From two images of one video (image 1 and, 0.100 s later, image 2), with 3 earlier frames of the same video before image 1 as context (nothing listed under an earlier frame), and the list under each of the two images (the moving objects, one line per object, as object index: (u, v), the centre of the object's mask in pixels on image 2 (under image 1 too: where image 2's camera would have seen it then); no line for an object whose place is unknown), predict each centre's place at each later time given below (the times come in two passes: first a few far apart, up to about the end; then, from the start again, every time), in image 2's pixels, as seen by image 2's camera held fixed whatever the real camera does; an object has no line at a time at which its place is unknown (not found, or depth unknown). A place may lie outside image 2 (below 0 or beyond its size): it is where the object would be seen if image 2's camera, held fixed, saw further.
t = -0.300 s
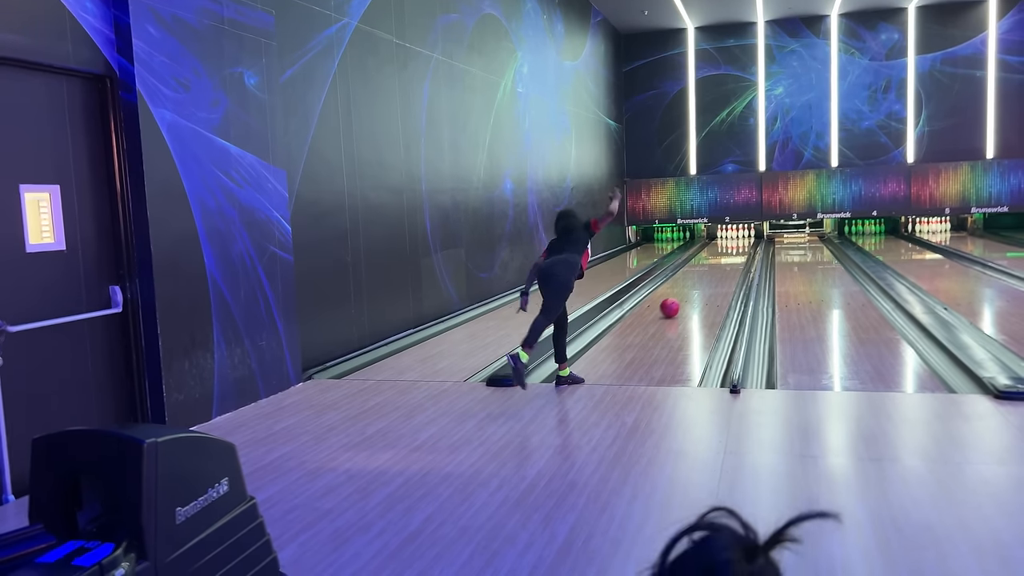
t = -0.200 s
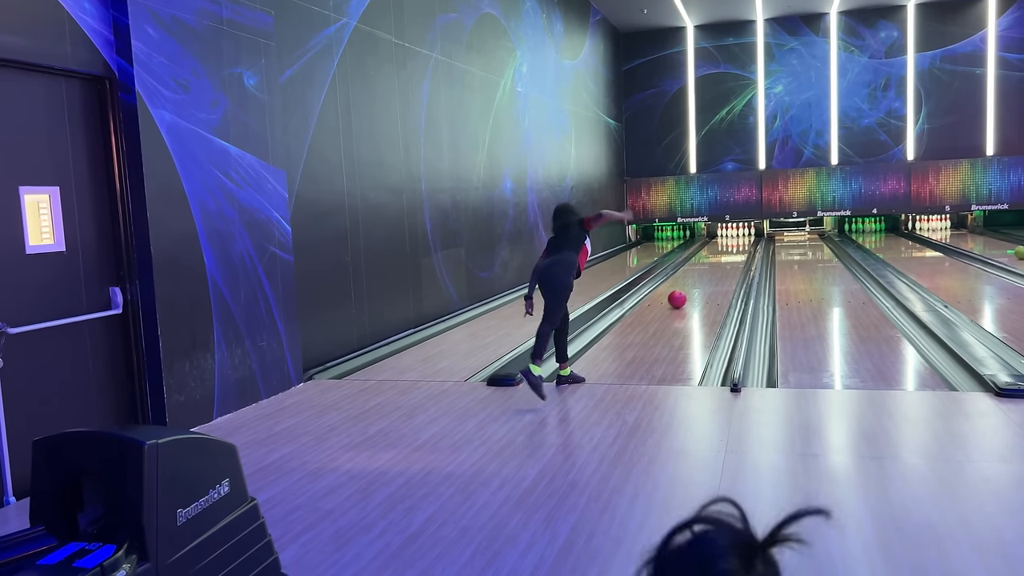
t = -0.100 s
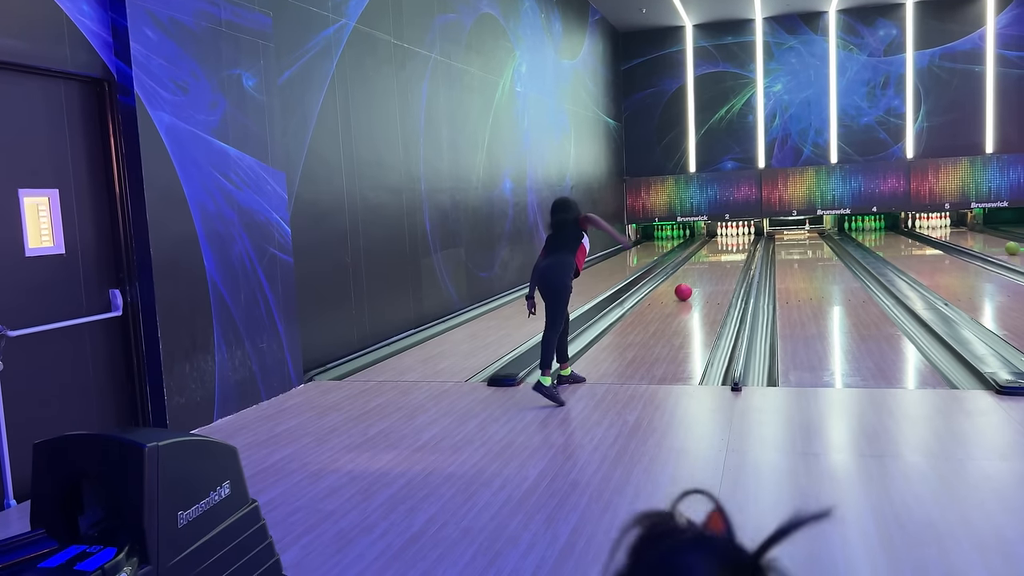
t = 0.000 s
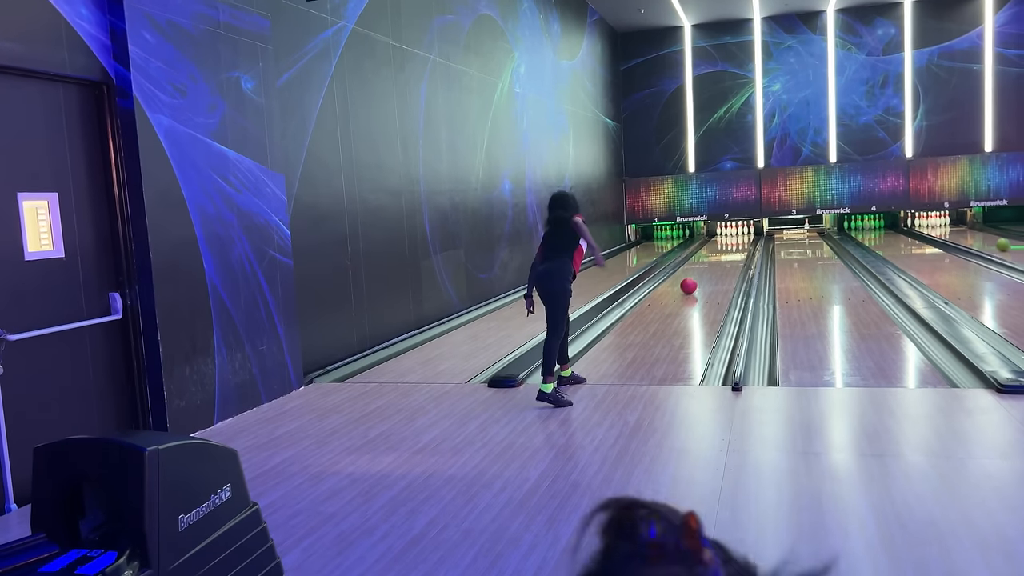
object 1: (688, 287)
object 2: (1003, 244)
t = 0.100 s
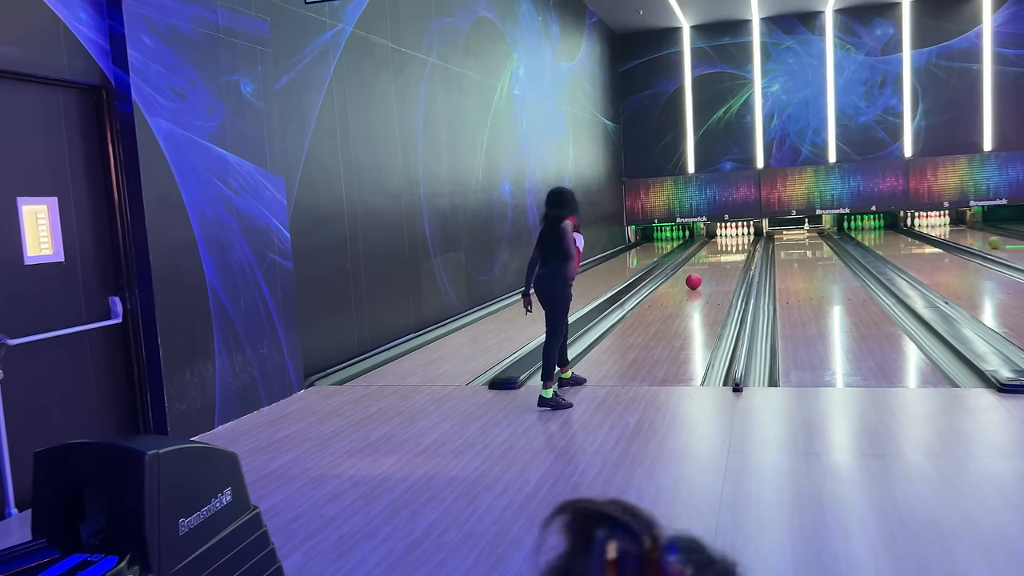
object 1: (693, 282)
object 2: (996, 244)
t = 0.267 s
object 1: (700, 274)
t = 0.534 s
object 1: (708, 264)
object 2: (964, 237)
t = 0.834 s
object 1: (715, 256)
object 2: (947, 234)
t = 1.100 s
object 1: (720, 250)
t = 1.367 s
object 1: (723, 246)
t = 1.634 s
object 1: (726, 241)
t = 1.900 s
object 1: (728, 238)
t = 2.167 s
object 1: (729, 235)
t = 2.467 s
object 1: (728, 233)
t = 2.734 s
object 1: (718, 234)
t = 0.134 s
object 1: (694, 280)
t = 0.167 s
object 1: (696, 278)
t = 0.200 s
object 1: (697, 277)
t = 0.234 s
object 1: (699, 275)
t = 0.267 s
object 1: (700, 274)
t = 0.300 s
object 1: (701, 272)
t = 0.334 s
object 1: (702, 271)
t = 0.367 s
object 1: (703, 270)
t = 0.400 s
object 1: (704, 269)
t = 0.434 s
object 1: (705, 268)
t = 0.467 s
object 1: (706, 267)
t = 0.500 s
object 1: (707, 265)
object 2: (966, 237)
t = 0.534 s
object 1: (708, 264)
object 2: (964, 237)
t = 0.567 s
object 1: (709, 263)
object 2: (962, 237)
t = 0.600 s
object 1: (709, 262)
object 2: (960, 236)
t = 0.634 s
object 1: (710, 261)
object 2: (958, 236)
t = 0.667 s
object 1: (711, 260)
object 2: (956, 236)
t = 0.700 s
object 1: (712, 259)
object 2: (954, 235)
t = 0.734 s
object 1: (713, 259)
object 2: (952, 235)
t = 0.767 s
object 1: (713, 258)
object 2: (950, 235)
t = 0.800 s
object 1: (714, 257)
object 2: (948, 235)
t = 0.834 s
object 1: (715, 256)
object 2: (947, 234)
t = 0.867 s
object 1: (715, 255)
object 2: (945, 234)
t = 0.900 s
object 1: (716, 254)
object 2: (943, 234)
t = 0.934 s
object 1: (716, 254)
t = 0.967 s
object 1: (717, 253)
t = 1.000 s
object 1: (718, 252)
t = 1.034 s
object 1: (718, 252)
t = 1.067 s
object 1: (719, 251)
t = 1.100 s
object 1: (720, 250)
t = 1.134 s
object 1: (720, 249)
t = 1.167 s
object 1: (720, 249)
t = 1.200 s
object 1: (721, 249)
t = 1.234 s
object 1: (722, 248)
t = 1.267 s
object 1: (722, 247)
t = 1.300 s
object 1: (722, 247)
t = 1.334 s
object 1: (723, 246)
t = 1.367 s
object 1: (723, 246)
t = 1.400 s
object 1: (724, 245)
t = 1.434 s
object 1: (724, 245)
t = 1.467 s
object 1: (725, 244)
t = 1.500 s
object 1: (725, 243)
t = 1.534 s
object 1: (725, 243)
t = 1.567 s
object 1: (725, 242)
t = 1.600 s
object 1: (726, 242)
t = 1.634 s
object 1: (726, 241)
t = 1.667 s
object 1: (726, 241)
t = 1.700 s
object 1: (727, 241)
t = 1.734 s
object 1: (727, 240)
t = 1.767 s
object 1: (727, 240)
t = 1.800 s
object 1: (728, 239)
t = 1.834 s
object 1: (728, 239)
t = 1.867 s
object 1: (728, 238)
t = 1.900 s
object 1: (728, 238)
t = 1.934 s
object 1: (728, 238)
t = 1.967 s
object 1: (728, 237)
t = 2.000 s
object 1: (729, 237)
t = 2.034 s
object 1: (729, 237)
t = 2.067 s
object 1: (729, 236)
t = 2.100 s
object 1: (729, 236)
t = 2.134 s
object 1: (729, 236)
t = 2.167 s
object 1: (729, 235)
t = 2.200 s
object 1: (729, 235)
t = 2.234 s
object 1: (730, 235)
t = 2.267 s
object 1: (729, 234)
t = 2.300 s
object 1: (730, 234)
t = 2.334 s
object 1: (730, 234)
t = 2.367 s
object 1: (730, 234)
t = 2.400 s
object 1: (730, 234)
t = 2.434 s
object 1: (729, 233)
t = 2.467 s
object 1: (728, 233)
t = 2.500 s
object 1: (727, 233)
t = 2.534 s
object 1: (725, 233)
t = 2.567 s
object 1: (724, 232)
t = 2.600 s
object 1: (723, 233)
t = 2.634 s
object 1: (721, 233)
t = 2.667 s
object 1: (720, 233)
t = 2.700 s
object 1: (719, 234)
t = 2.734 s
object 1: (718, 234)
